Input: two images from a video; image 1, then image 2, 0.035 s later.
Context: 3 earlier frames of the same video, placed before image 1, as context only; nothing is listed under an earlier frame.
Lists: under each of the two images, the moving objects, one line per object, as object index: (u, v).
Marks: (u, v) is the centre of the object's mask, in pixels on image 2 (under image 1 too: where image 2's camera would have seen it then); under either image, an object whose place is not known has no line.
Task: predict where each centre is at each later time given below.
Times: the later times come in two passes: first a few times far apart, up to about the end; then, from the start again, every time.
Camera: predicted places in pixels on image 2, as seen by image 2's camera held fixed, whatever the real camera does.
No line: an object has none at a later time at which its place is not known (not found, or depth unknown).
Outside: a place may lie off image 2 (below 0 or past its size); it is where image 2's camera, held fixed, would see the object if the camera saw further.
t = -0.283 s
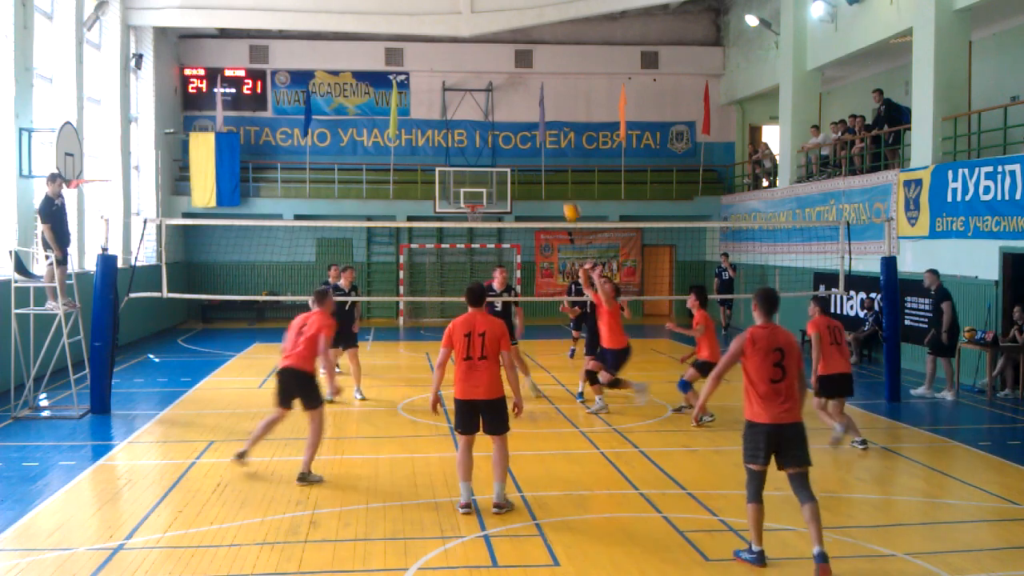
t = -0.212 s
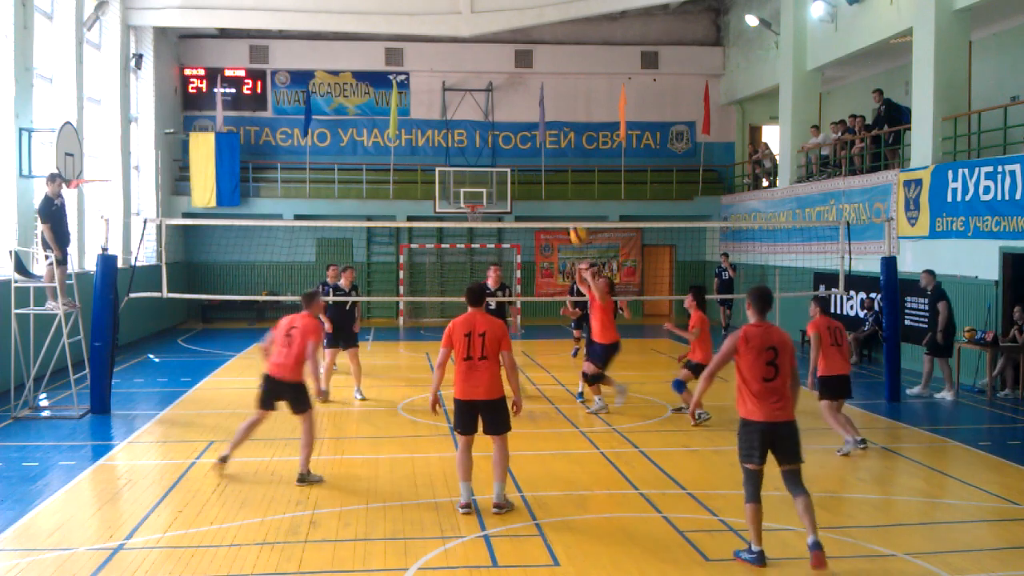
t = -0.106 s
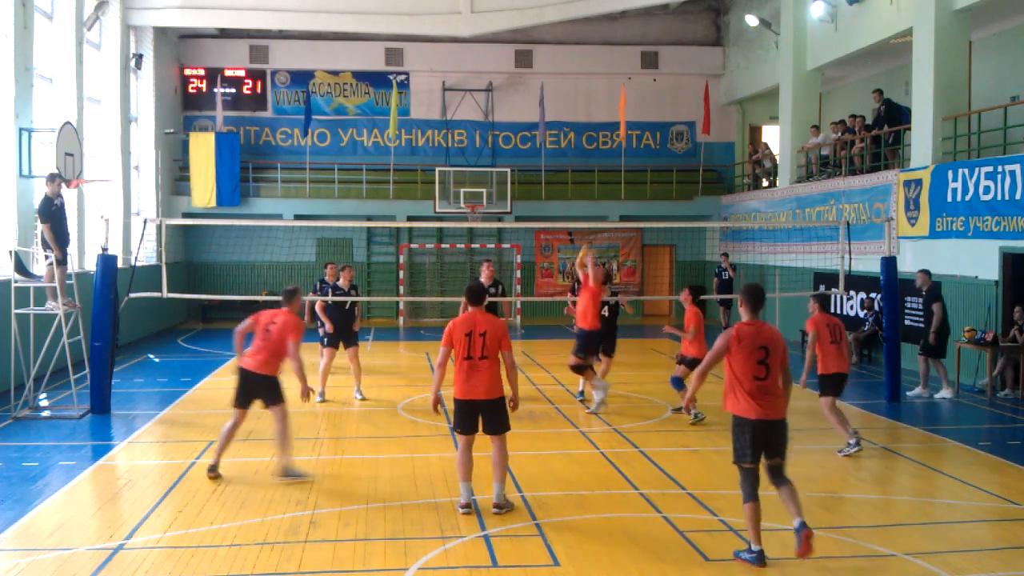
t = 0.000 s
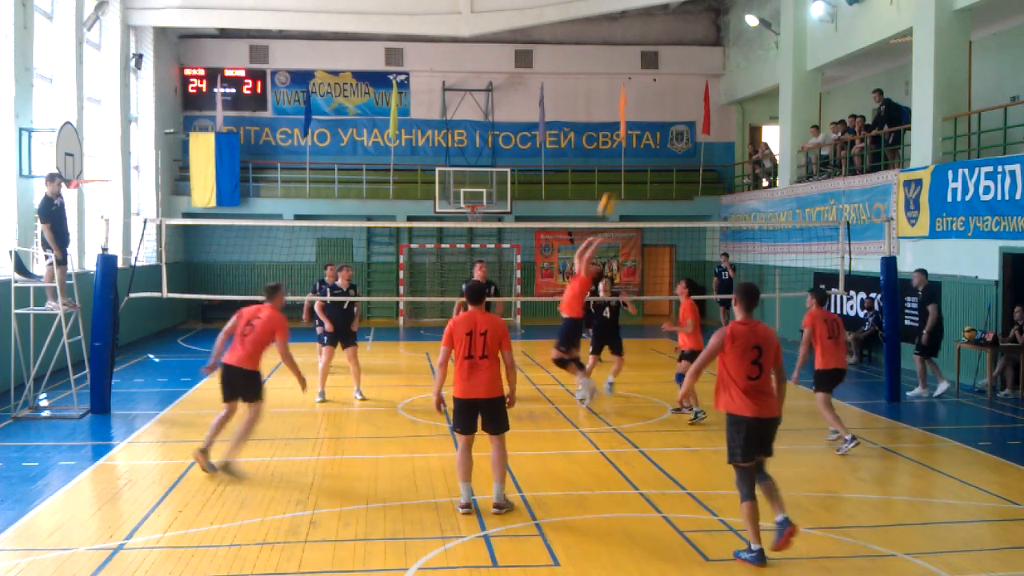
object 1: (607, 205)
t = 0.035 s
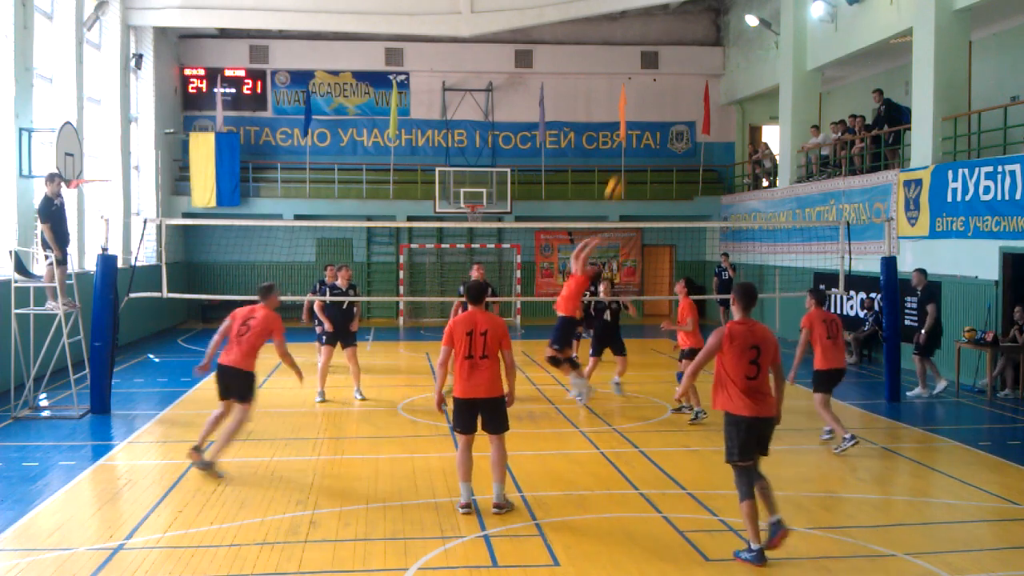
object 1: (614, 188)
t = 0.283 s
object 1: (666, 102)
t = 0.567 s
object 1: (723, 64)
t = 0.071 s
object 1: (621, 173)
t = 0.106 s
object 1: (629, 159)
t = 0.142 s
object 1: (635, 146)
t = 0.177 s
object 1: (645, 132)
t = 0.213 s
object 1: (650, 122)
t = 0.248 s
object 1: (657, 112)
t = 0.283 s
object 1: (666, 102)
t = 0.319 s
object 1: (673, 95)
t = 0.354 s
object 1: (680, 88)
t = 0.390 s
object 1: (687, 82)
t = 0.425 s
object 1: (694, 76)
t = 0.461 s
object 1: (701, 72)
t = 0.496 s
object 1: (709, 68)
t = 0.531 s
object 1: (716, 66)
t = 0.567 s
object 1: (723, 64)
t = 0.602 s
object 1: (730, 63)
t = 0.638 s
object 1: (736, 64)
